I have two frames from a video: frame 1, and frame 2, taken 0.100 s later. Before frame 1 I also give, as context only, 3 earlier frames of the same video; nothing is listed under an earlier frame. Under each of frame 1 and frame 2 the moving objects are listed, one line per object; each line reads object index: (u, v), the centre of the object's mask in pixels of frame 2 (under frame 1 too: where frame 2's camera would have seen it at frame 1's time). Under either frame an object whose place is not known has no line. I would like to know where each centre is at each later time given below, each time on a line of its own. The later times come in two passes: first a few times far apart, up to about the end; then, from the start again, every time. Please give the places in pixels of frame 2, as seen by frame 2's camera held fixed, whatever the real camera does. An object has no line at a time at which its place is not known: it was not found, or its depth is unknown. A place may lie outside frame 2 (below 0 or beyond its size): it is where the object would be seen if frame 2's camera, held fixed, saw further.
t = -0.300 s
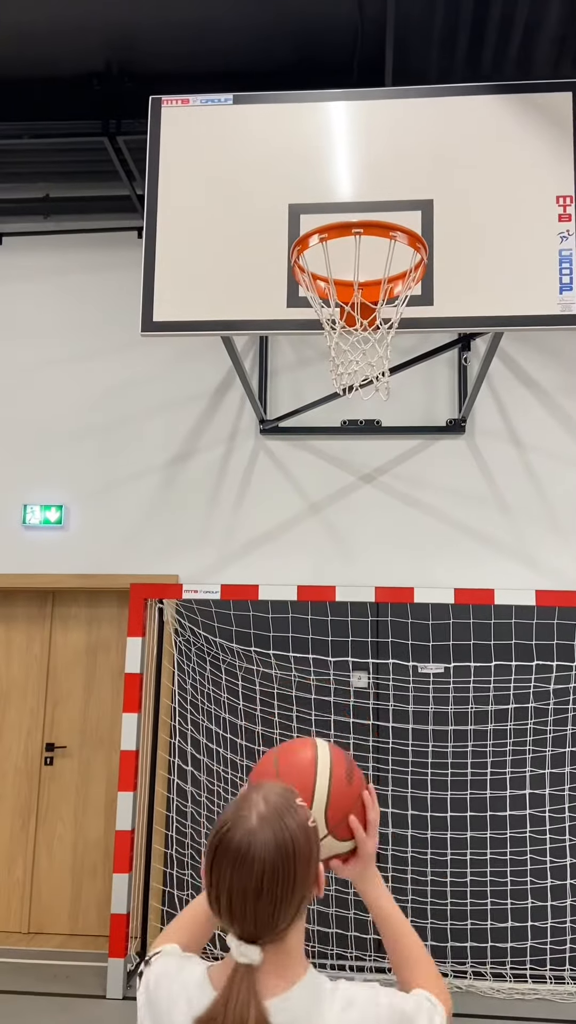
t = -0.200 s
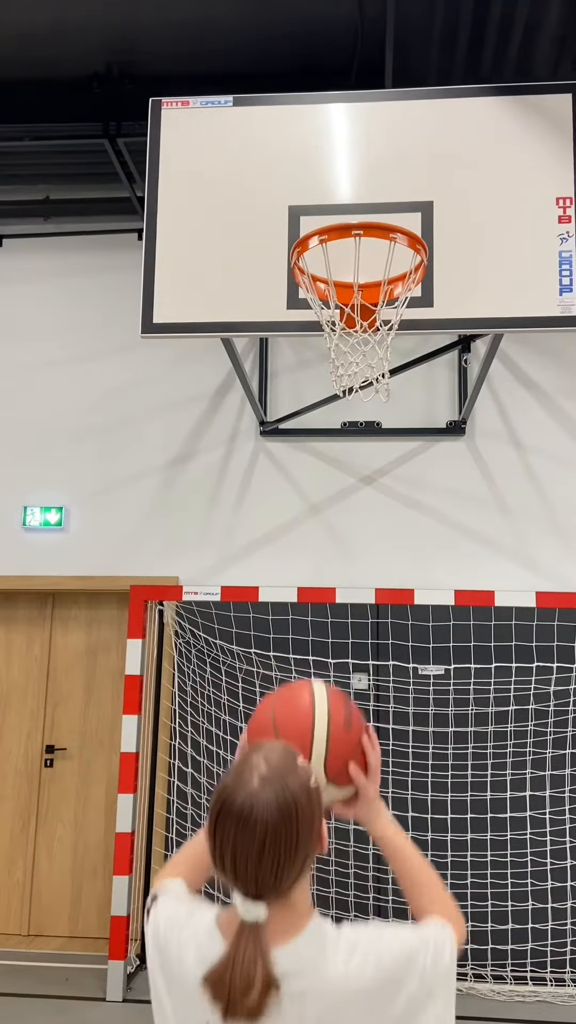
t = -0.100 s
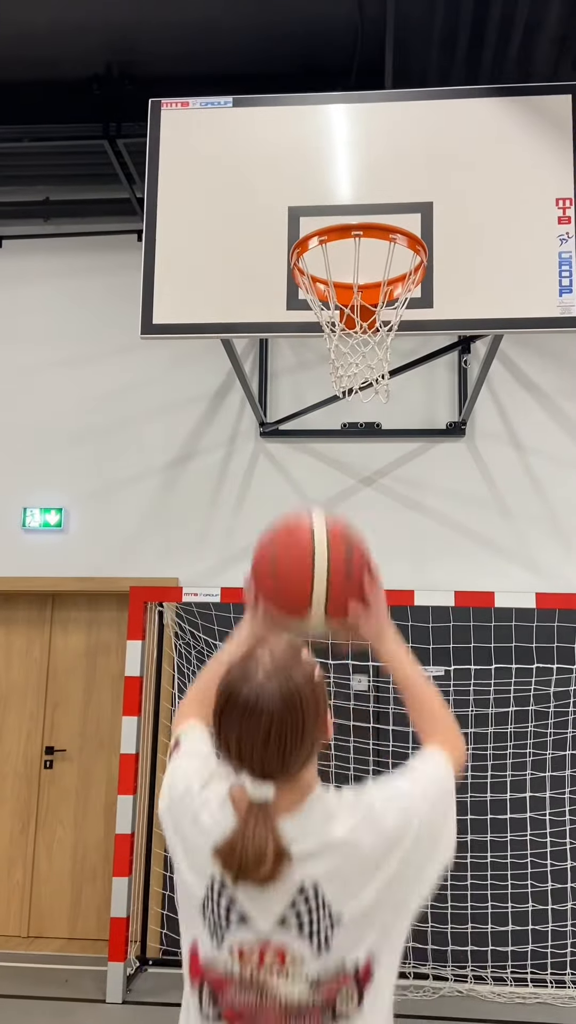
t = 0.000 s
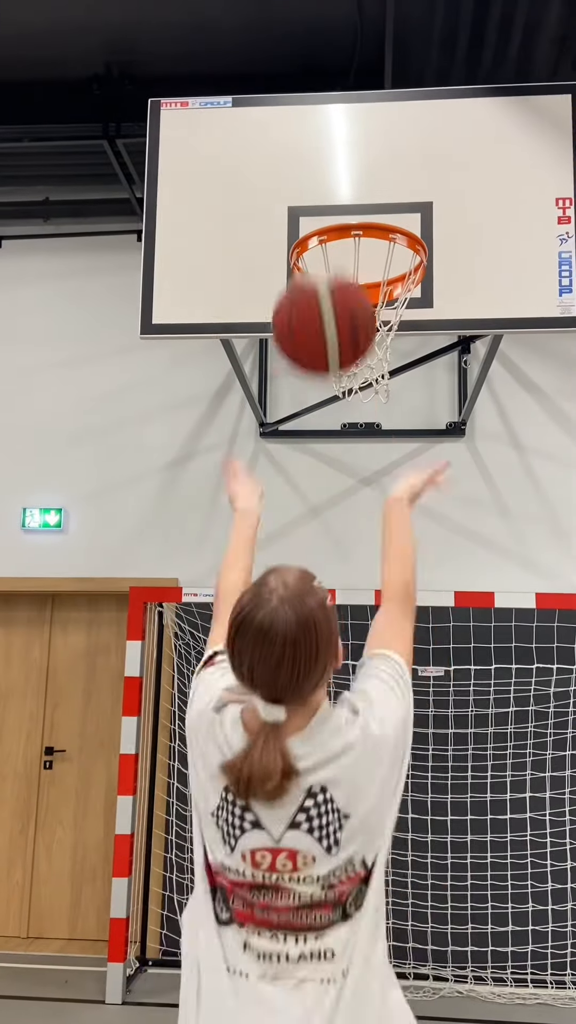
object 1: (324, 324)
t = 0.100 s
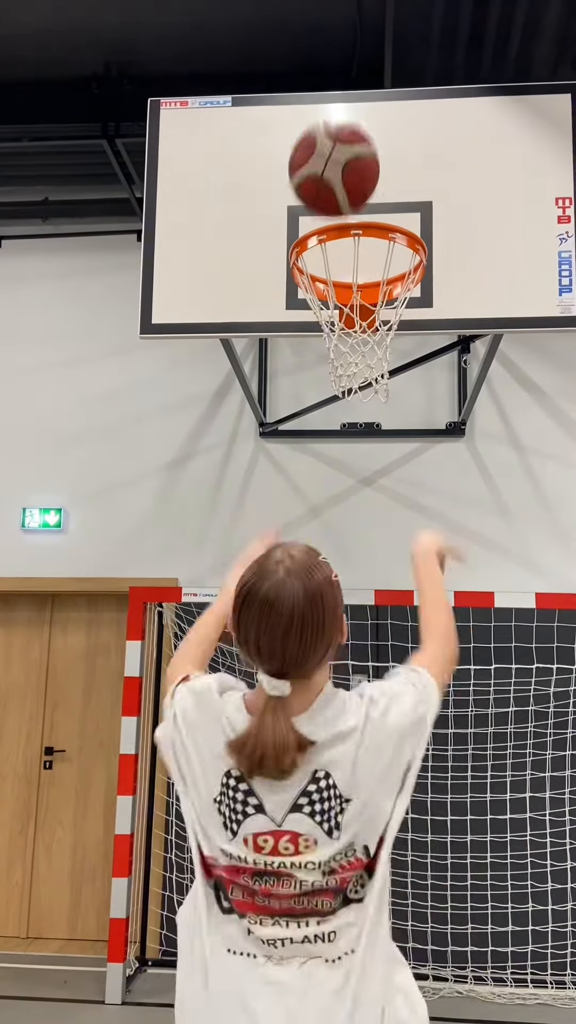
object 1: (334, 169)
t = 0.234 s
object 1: (343, 70)
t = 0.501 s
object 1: (355, 73)
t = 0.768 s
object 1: (360, 170)
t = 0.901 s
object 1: (363, 224)
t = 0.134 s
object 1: (337, 135)
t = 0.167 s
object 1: (339, 107)
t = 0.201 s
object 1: (341, 86)
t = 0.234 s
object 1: (343, 70)
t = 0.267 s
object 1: (345, 59)
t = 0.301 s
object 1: (347, 52)
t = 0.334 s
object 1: (348, 48)
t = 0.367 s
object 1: (350, 47)
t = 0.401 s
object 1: (351, 50)
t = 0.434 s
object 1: (352, 55)
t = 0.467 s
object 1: (353, 62)
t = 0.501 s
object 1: (355, 73)
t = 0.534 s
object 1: (356, 85)
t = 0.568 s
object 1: (357, 100)
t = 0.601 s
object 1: (358, 117)
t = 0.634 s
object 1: (359, 135)
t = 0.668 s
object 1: (359, 154)
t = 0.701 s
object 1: (359, 157)
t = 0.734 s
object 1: (360, 162)
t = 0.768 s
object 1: (360, 170)
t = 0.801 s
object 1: (361, 182)
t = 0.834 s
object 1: (361, 194)
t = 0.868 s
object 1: (362, 204)
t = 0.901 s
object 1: (363, 224)
